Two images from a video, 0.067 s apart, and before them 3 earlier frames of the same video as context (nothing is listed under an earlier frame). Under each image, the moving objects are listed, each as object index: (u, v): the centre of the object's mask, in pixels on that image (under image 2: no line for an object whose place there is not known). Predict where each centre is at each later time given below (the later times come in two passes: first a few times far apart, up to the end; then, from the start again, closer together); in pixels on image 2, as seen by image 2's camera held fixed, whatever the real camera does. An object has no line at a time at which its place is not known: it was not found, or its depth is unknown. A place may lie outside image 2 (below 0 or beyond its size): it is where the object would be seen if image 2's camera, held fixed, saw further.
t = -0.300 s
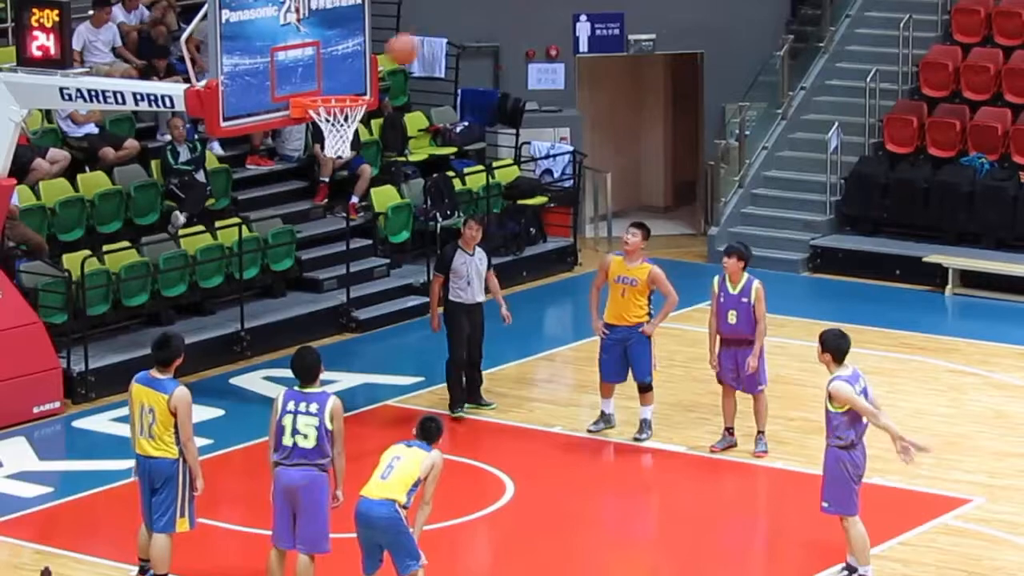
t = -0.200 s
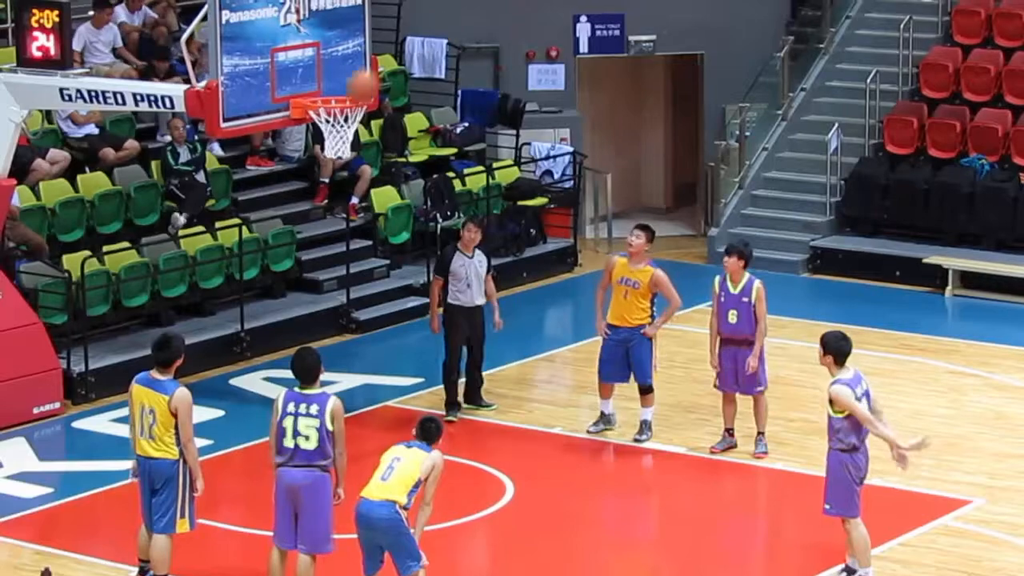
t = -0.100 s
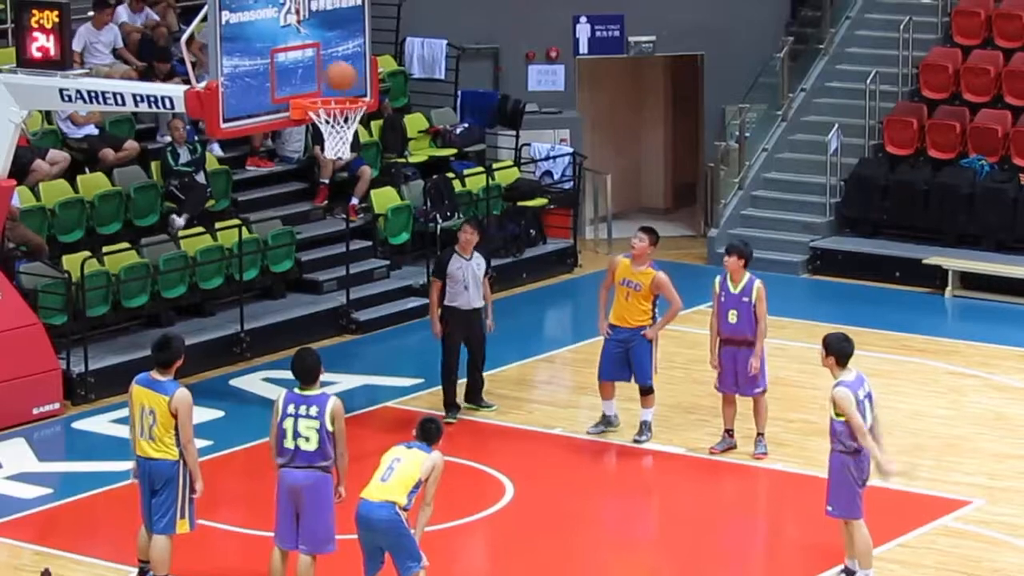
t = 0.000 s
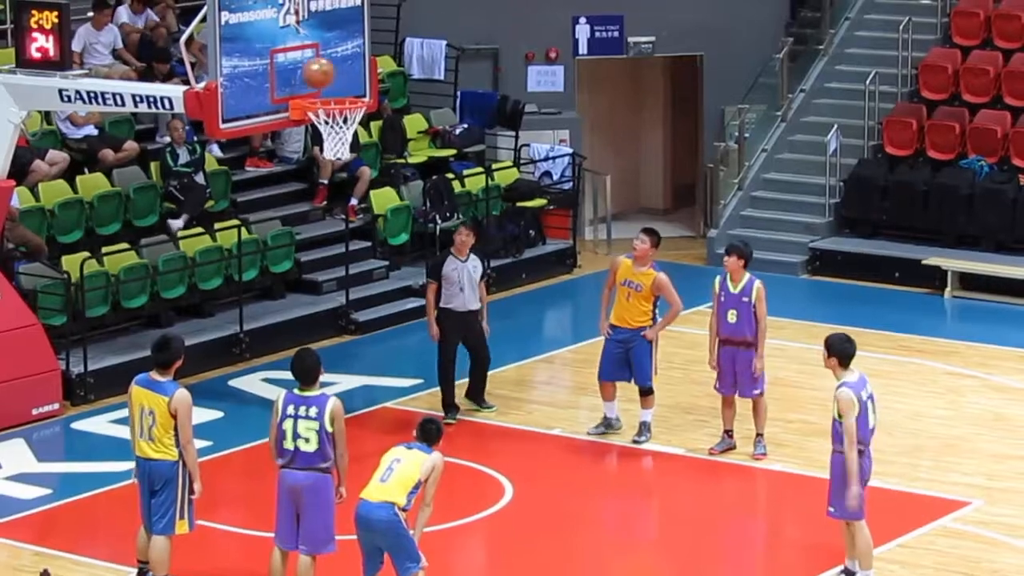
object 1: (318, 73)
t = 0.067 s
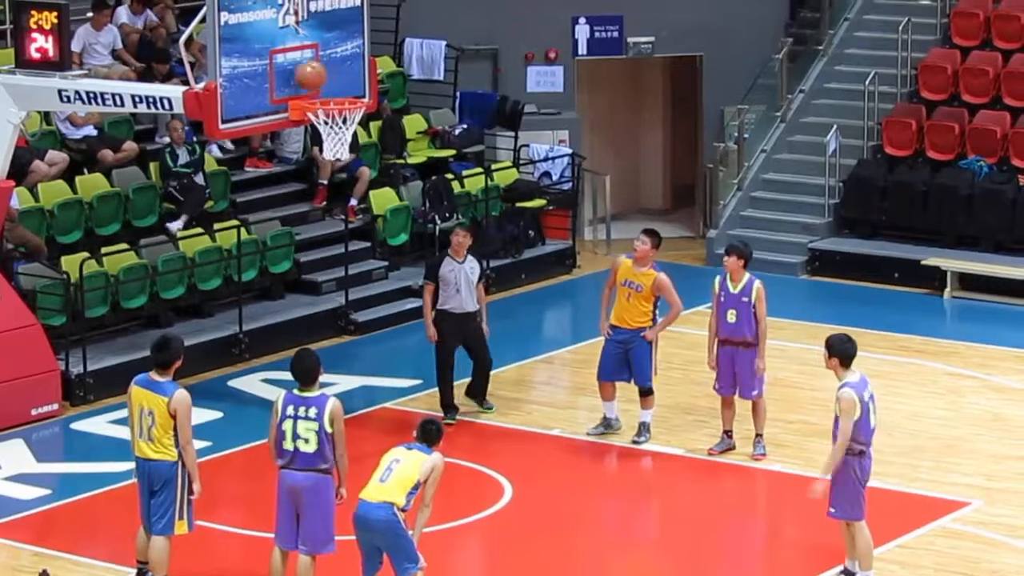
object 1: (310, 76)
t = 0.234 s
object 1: (341, 93)
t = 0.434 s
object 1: (322, 123)
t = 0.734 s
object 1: (320, 162)
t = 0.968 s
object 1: (331, 249)
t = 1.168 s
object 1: (341, 376)
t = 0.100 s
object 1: (316, 76)
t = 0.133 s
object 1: (323, 78)
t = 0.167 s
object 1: (329, 83)
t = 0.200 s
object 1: (335, 88)
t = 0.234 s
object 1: (341, 93)
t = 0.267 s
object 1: (346, 97)
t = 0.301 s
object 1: (343, 103)
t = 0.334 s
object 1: (337, 114)
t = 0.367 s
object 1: (336, 118)
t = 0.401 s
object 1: (324, 120)
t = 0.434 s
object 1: (322, 123)
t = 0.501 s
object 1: (320, 139)
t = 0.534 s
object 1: (321, 136)
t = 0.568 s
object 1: (320, 136)
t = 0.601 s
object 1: (319, 136)
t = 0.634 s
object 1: (320, 136)
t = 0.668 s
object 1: (315, 153)
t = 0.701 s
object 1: (319, 157)
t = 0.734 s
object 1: (320, 162)
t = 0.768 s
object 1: (322, 168)
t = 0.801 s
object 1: (323, 176)
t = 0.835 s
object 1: (325, 186)
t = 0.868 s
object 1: (327, 199)
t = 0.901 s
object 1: (327, 214)
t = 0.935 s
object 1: (329, 230)
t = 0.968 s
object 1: (331, 249)
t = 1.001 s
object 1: (333, 267)
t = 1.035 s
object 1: (334, 286)
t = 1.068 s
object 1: (336, 309)
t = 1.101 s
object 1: (337, 328)
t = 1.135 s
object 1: (340, 352)
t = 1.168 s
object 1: (341, 376)
